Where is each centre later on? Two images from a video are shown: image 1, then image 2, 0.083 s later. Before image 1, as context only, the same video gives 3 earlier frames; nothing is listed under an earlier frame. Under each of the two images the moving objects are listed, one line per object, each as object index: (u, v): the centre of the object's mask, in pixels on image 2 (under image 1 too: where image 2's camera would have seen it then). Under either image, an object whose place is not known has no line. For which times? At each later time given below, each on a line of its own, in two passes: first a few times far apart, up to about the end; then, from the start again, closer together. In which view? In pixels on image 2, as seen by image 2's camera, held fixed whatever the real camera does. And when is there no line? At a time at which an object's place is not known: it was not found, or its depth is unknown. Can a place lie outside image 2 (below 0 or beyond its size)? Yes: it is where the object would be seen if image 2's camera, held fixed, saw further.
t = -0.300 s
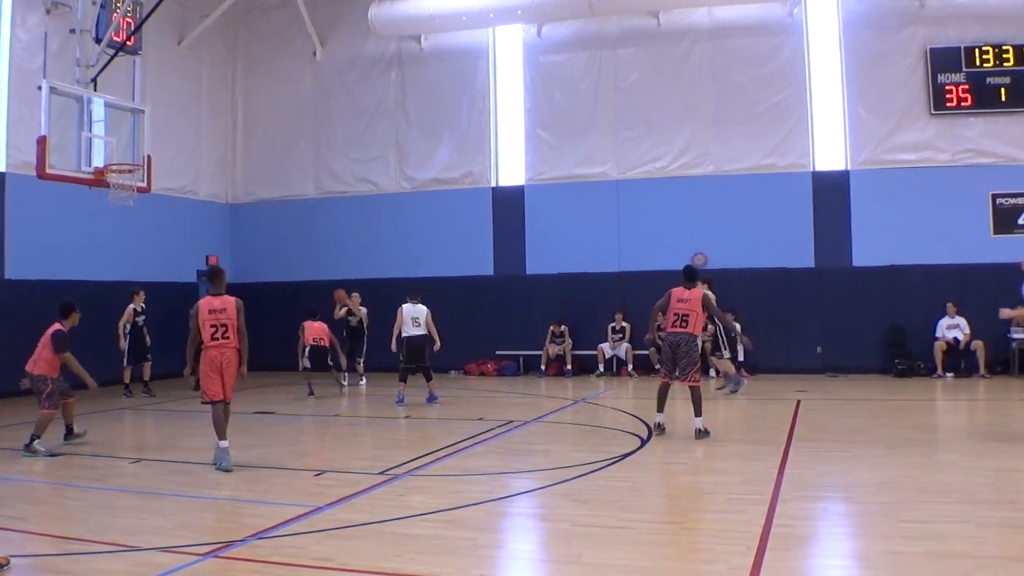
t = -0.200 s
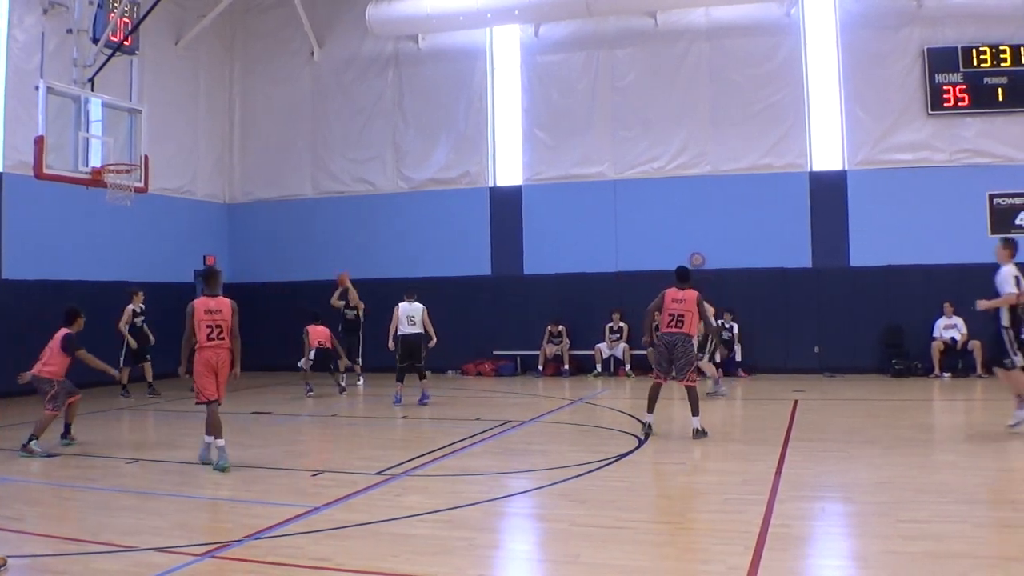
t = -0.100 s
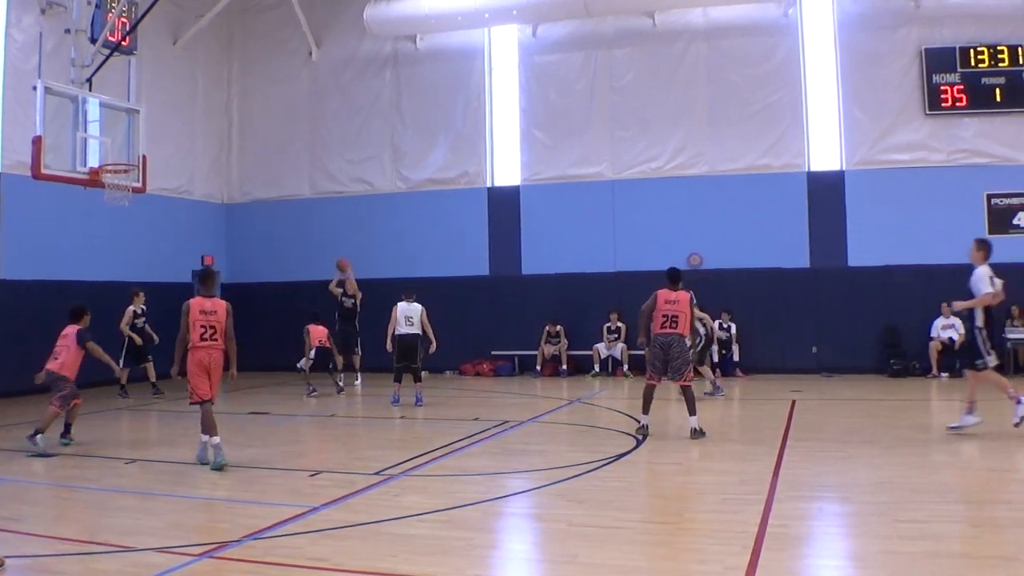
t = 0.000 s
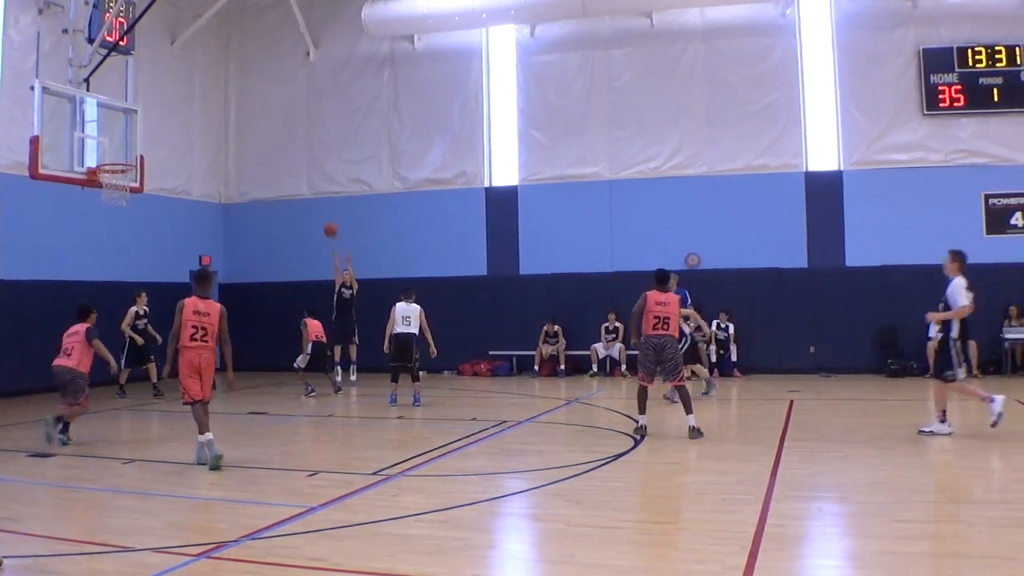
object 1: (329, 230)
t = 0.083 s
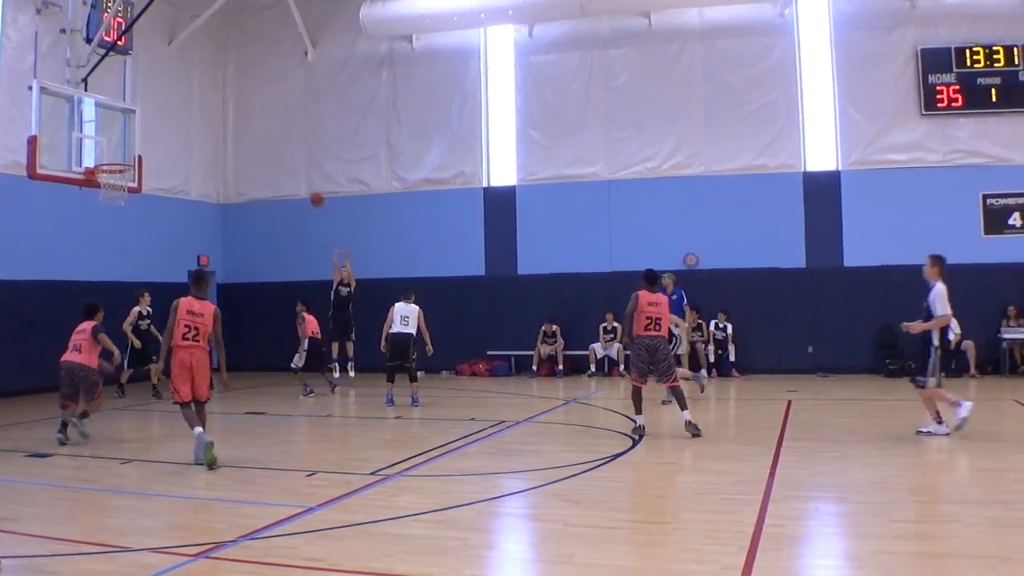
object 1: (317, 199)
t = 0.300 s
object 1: (283, 133)
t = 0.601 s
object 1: (233, 84)
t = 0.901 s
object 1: (173, 89)
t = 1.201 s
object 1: (103, 171)
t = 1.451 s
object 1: (108, 238)
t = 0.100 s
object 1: (314, 193)
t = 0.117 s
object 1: (312, 187)
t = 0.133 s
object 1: (309, 182)
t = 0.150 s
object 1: (307, 177)
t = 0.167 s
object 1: (304, 171)
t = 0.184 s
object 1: (301, 166)
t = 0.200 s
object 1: (299, 161)
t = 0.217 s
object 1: (296, 156)
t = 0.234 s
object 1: (294, 151)
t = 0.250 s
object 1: (291, 147)
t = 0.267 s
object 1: (288, 142)
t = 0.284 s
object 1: (286, 137)
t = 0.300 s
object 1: (283, 133)
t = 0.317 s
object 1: (280, 129)
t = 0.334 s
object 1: (278, 125)
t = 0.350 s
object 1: (275, 122)
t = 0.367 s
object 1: (273, 118)
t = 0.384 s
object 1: (270, 114)
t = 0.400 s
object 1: (267, 111)
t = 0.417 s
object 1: (264, 108)
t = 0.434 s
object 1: (261, 104)
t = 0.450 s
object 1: (258, 102)
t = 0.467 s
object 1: (256, 99)
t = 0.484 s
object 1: (253, 96)
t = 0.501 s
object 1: (251, 94)
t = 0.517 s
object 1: (247, 92)
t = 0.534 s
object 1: (245, 90)
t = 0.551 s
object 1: (241, 88)
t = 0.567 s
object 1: (238, 86)
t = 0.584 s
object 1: (236, 85)
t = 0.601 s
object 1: (233, 84)
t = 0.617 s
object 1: (230, 82)
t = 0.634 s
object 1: (227, 81)
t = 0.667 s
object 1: (220, 79)
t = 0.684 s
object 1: (217, 78)
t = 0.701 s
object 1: (214, 78)
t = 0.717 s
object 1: (210, 78)
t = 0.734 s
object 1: (208, 78)
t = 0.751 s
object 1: (204, 78)
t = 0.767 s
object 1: (201, 78)
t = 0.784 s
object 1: (197, 79)
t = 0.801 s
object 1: (194, 80)
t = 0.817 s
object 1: (191, 81)
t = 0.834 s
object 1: (187, 82)
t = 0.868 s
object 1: (180, 85)
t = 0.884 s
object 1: (177, 87)
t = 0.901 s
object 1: (173, 89)
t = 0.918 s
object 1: (170, 91)
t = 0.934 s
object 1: (166, 94)
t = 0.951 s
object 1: (162, 97)
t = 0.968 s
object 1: (159, 100)
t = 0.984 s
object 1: (155, 103)
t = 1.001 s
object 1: (151, 106)
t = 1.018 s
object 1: (147, 111)
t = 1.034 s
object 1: (144, 114)
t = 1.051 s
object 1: (140, 119)
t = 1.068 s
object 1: (136, 123)
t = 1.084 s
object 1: (132, 128)
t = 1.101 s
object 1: (129, 133)
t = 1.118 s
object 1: (124, 139)
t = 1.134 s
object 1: (120, 145)
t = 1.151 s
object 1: (116, 151)
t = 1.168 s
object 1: (112, 157)
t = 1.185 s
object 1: (108, 164)
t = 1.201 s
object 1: (103, 171)
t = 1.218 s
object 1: (99, 178)
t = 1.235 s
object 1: (99, 180)
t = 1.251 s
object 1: (99, 184)
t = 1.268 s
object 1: (100, 187)
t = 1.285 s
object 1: (100, 191)
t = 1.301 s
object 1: (101, 194)
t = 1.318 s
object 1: (102, 200)
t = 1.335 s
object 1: (103, 203)
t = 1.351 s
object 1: (103, 207)
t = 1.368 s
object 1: (104, 211)
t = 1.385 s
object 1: (105, 216)
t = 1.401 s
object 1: (106, 222)
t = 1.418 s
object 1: (106, 227)
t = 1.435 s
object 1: (107, 233)
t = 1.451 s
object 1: (108, 238)
